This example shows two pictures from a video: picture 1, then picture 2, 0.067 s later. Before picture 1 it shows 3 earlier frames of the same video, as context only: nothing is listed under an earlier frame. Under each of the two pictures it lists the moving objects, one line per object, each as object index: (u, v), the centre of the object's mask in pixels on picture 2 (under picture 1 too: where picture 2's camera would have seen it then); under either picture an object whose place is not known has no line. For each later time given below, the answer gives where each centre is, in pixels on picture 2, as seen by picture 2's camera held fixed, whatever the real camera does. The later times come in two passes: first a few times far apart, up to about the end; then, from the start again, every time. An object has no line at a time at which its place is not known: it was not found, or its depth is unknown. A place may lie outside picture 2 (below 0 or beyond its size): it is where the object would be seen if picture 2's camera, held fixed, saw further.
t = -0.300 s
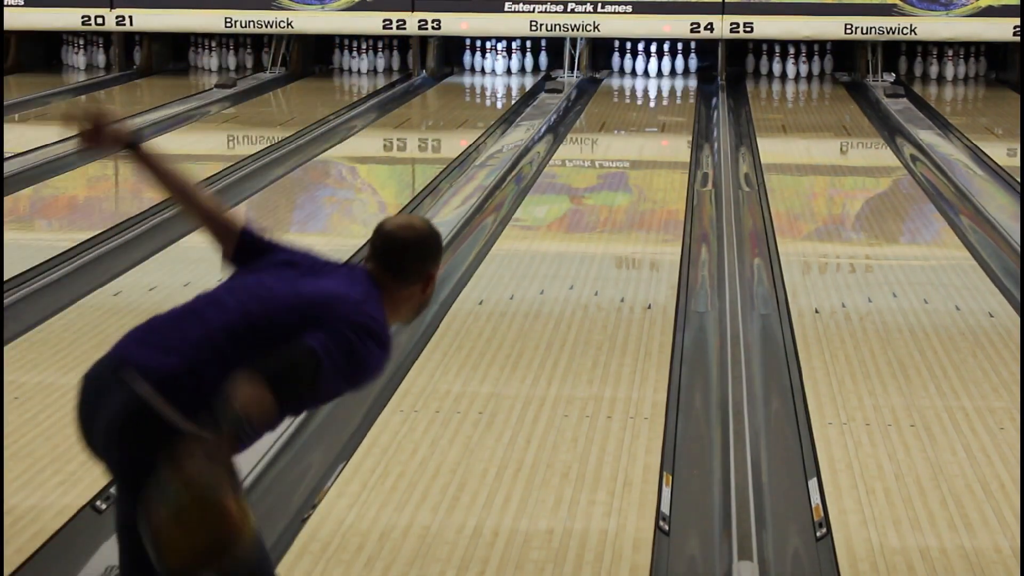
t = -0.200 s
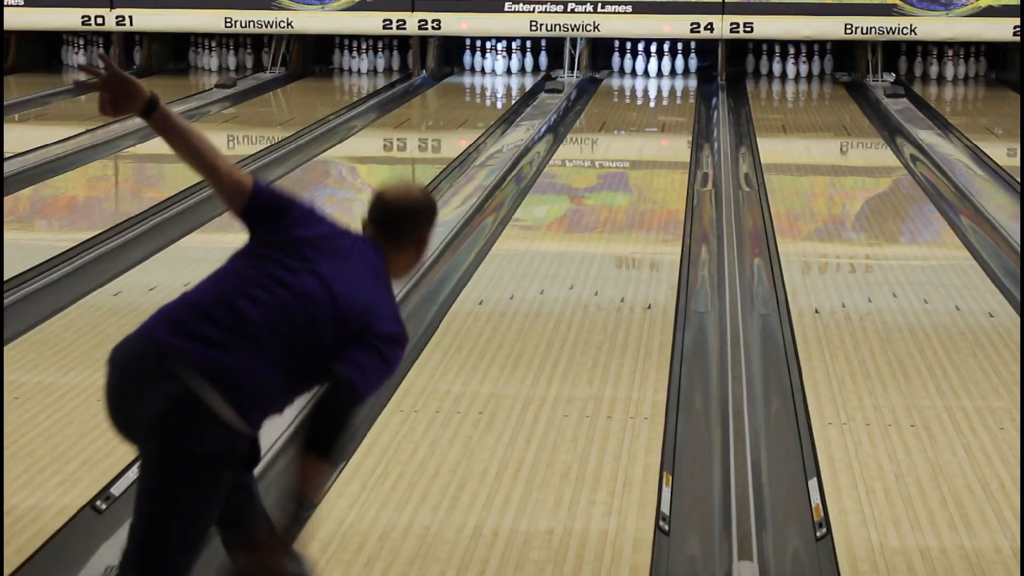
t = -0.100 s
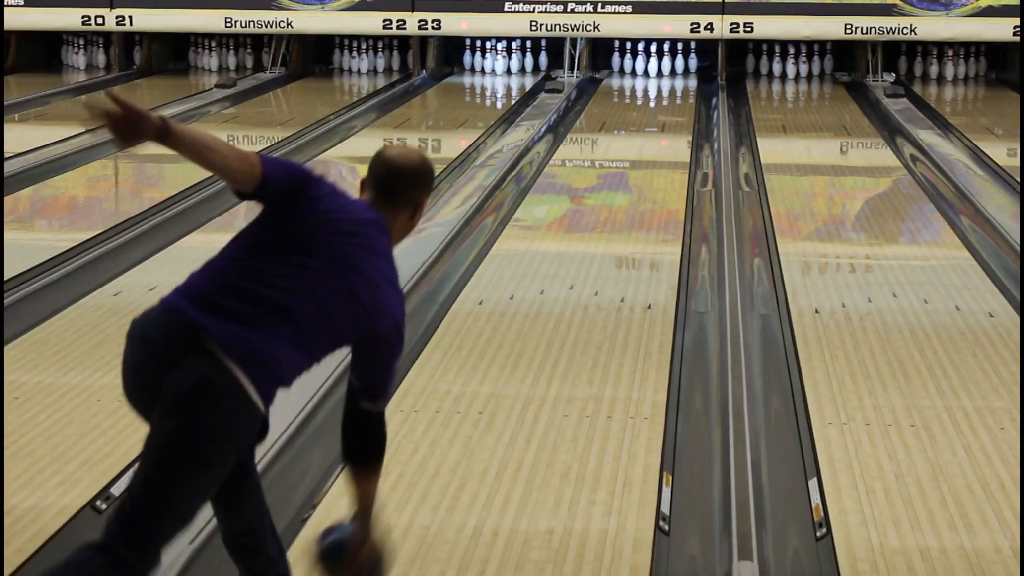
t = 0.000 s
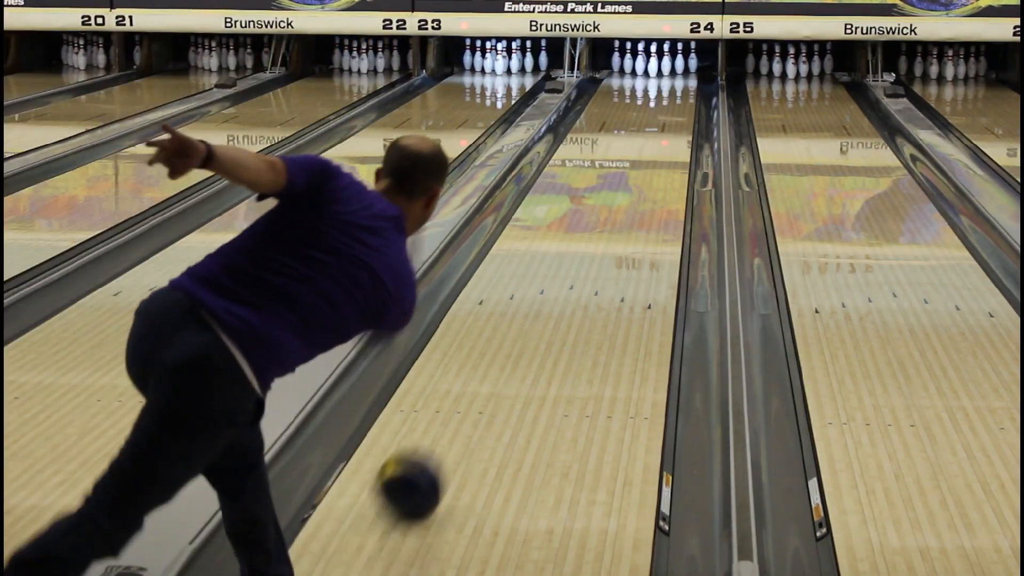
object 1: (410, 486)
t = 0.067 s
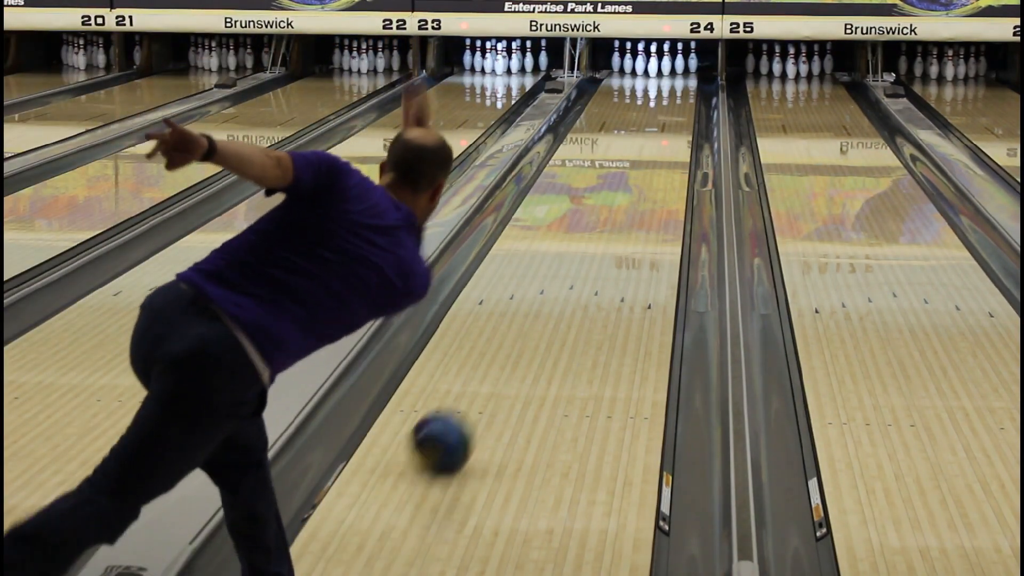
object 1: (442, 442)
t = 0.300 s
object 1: (521, 333)
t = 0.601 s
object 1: (583, 243)
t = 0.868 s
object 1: (619, 192)
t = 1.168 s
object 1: (646, 151)
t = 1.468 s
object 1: (664, 121)
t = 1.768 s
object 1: (673, 98)
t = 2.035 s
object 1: (671, 83)
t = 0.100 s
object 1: (456, 422)
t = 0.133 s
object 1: (469, 404)
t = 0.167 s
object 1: (481, 388)
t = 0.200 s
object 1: (492, 372)
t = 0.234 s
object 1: (503, 358)
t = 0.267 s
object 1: (513, 344)
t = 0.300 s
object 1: (521, 333)
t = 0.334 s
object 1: (529, 320)
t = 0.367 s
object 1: (538, 308)
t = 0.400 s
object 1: (546, 297)
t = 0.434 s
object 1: (553, 287)
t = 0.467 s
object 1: (560, 276)
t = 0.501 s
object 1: (566, 268)
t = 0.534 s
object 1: (572, 259)
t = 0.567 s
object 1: (578, 251)
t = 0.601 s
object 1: (583, 243)
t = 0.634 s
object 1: (589, 236)
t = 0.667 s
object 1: (594, 229)
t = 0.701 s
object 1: (598, 222)
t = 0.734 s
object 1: (603, 216)
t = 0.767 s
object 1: (607, 209)
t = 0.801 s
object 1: (611, 204)
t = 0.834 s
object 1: (615, 198)
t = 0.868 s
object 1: (619, 192)
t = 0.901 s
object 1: (622, 187)
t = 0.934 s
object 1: (626, 182)
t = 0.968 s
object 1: (629, 177)
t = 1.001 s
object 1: (632, 172)
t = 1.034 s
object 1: (635, 167)
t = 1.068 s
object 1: (638, 163)
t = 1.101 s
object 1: (641, 159)
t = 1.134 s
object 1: (643, 155)
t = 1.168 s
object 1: (646, 151)
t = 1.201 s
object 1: (648, 147)
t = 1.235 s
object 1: (651, 143)
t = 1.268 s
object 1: (653, 140)
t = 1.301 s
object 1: (655, 136)
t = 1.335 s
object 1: (657, 133)
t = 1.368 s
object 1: (659, 130)
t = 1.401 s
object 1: (661, 127)
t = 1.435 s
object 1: (663, 124)
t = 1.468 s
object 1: (664, 121)
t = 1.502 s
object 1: (666, 118)
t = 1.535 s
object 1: (667, 115)
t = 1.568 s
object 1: (669, 113)
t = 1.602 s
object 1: (670, 110)
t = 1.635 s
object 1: (671, 108)
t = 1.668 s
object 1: (672, 105)
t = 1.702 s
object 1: (672, 103)
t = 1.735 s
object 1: (673, 101)
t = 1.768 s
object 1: (673, 98)
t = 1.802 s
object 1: (673, 96)
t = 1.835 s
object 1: (674, 94)
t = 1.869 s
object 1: (674, 92)
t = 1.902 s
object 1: (673, 90)
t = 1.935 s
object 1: (673, 87)
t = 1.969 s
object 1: (673, 86)
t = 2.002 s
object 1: (672, 84)
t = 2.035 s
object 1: (671, 83)
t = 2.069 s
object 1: (670, 81)
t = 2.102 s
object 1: (669, 79)
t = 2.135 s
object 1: (667, 78)
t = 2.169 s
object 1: (666, 76)
